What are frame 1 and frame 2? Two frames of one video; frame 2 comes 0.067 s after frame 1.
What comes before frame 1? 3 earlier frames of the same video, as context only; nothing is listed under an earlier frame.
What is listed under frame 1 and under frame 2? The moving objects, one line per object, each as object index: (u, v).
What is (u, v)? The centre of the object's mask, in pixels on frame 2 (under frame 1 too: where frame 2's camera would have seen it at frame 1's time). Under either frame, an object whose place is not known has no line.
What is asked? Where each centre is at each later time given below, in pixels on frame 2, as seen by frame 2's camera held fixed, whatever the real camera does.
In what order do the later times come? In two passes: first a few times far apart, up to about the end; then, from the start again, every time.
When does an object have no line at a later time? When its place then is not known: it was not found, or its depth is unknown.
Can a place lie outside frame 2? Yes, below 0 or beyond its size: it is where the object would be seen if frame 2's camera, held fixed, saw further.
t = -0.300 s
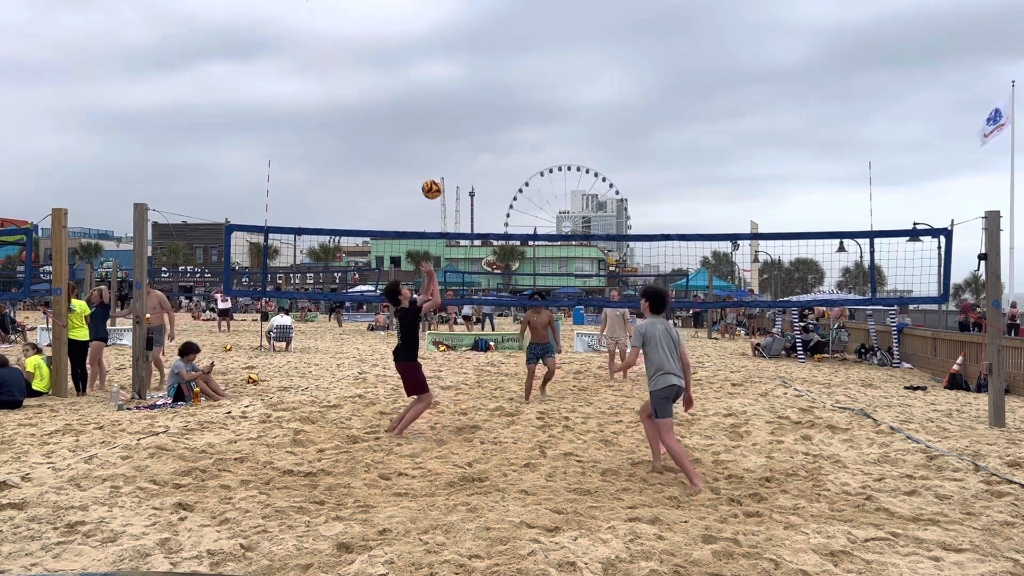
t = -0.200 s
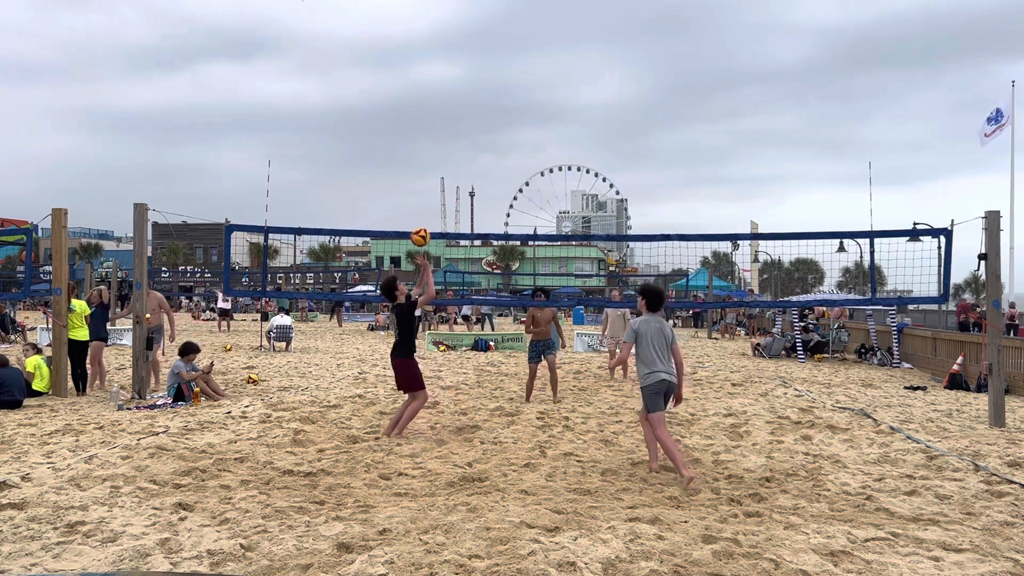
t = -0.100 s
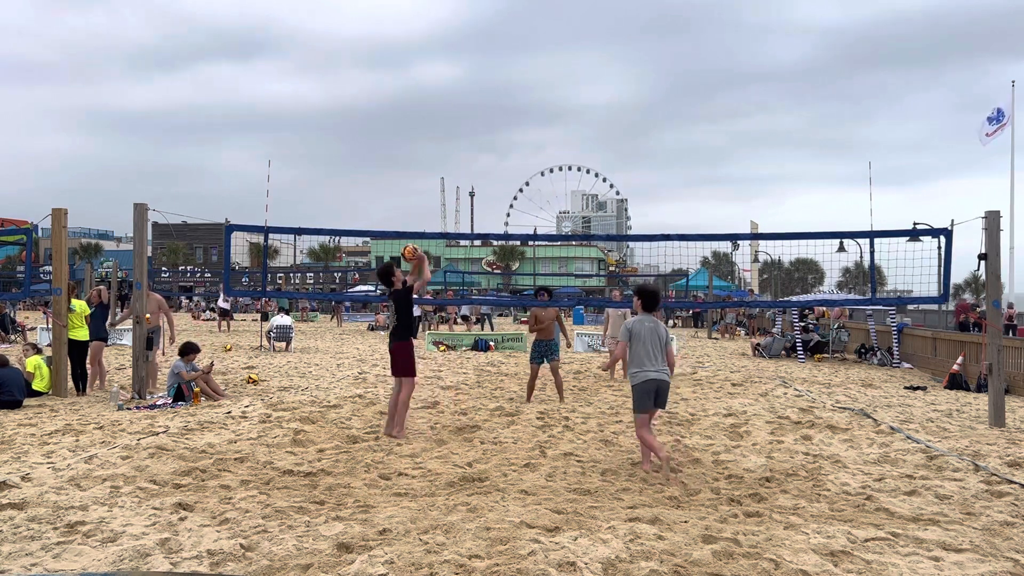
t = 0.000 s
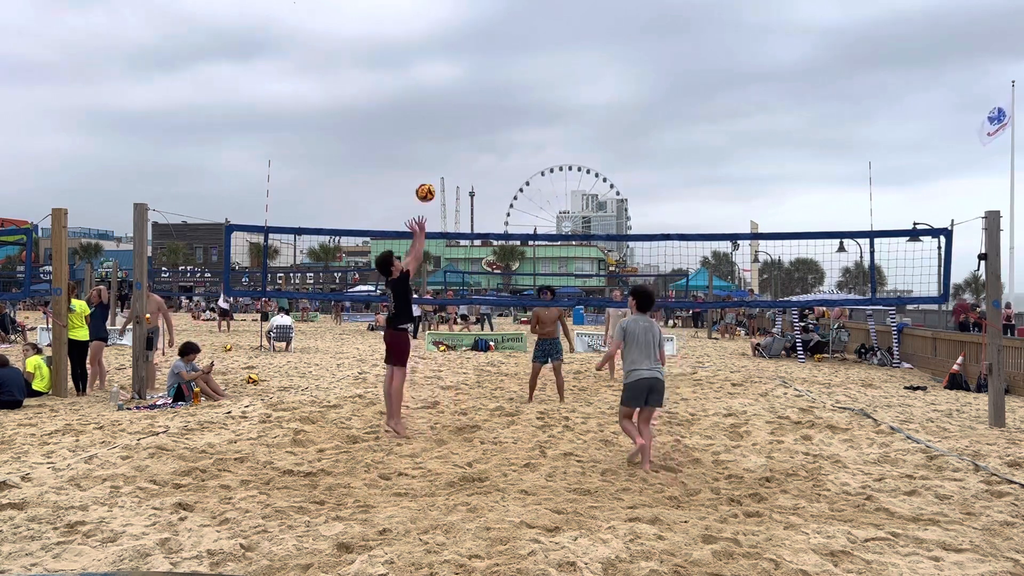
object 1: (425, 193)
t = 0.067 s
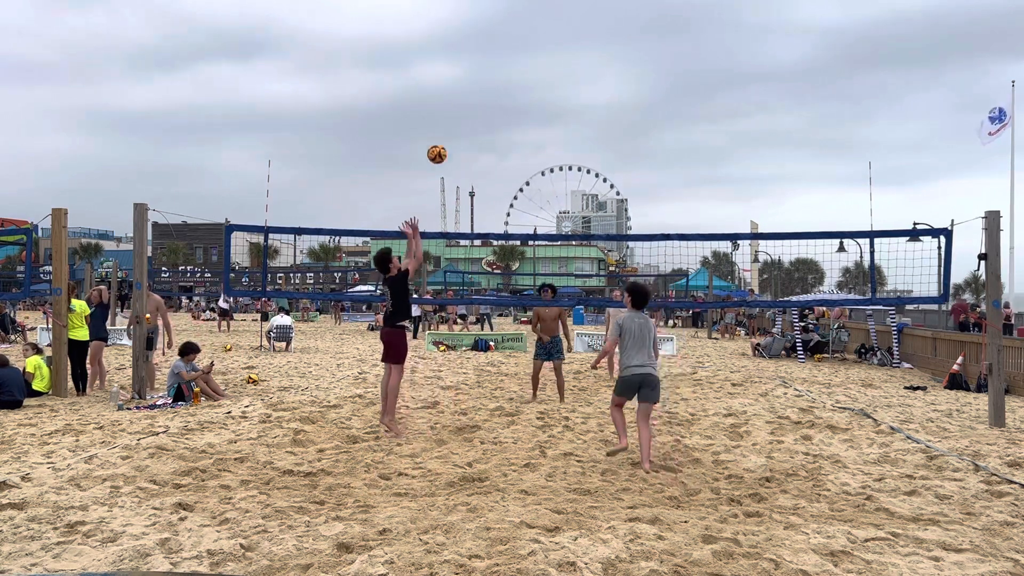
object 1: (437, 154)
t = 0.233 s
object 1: (465, 77)
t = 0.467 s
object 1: (505, 15)
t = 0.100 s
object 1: (442, 137)
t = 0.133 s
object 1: (448, 120)
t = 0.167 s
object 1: (454, 105)
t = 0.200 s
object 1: (460, 90)
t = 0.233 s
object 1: (465, 77)
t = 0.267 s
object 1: (471, 65)
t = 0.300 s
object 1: (477, 54)
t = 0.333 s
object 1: (482, 44)
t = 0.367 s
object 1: (488, 35)
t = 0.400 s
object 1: (493, 28)
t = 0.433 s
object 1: (499, 21)
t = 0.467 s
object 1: (505, 15)
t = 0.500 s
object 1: (510, 10)
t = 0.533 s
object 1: (515, 8)
